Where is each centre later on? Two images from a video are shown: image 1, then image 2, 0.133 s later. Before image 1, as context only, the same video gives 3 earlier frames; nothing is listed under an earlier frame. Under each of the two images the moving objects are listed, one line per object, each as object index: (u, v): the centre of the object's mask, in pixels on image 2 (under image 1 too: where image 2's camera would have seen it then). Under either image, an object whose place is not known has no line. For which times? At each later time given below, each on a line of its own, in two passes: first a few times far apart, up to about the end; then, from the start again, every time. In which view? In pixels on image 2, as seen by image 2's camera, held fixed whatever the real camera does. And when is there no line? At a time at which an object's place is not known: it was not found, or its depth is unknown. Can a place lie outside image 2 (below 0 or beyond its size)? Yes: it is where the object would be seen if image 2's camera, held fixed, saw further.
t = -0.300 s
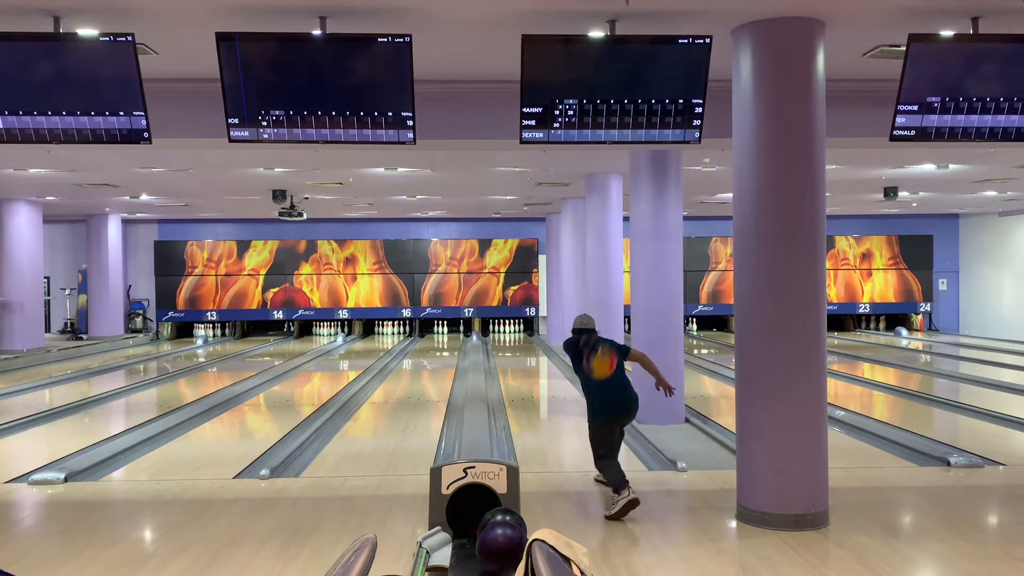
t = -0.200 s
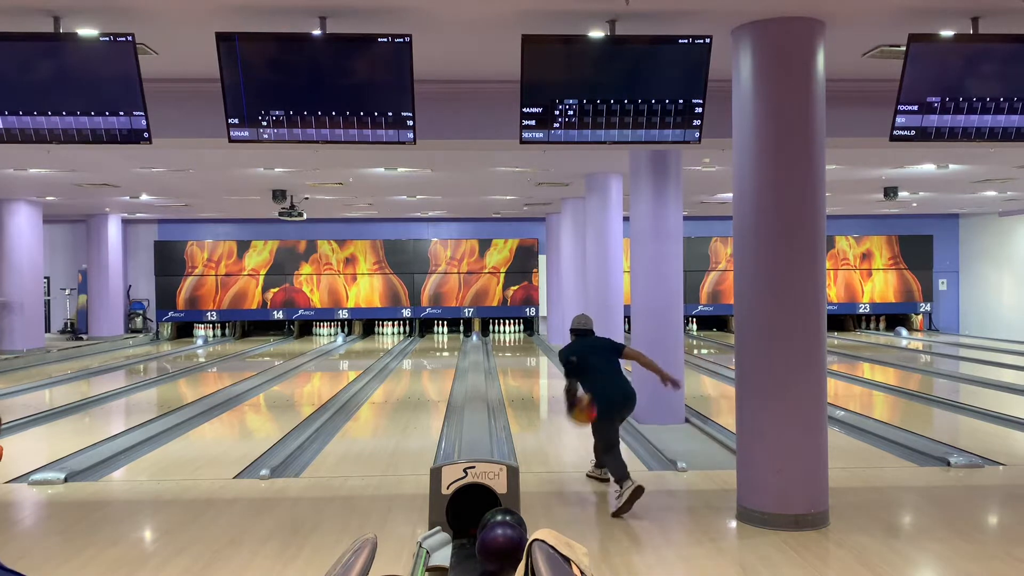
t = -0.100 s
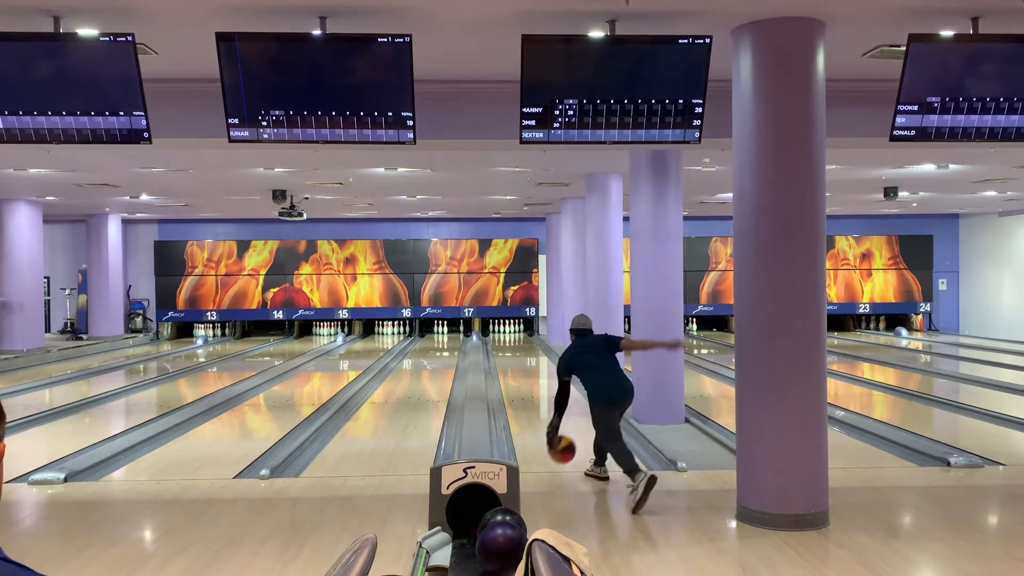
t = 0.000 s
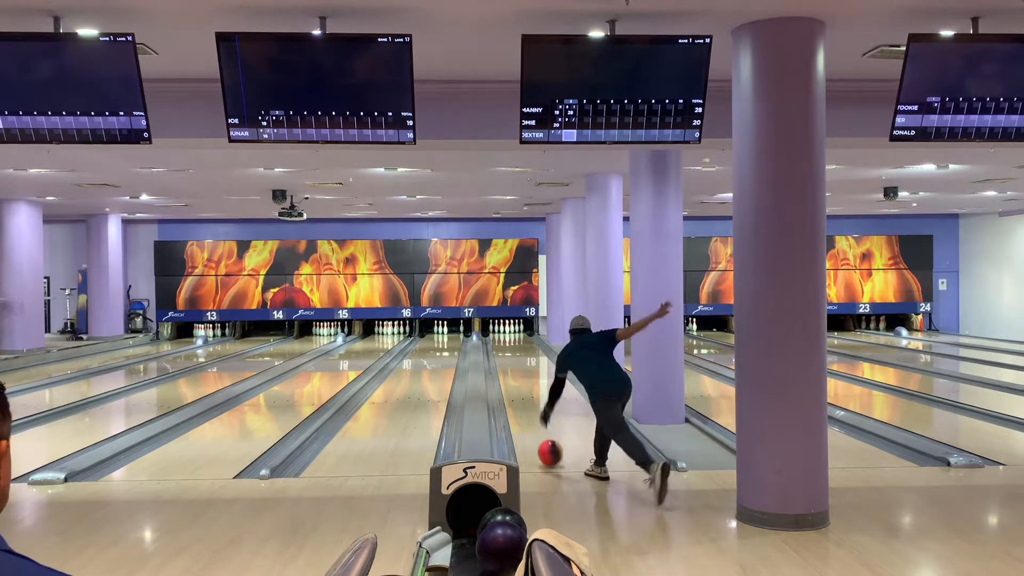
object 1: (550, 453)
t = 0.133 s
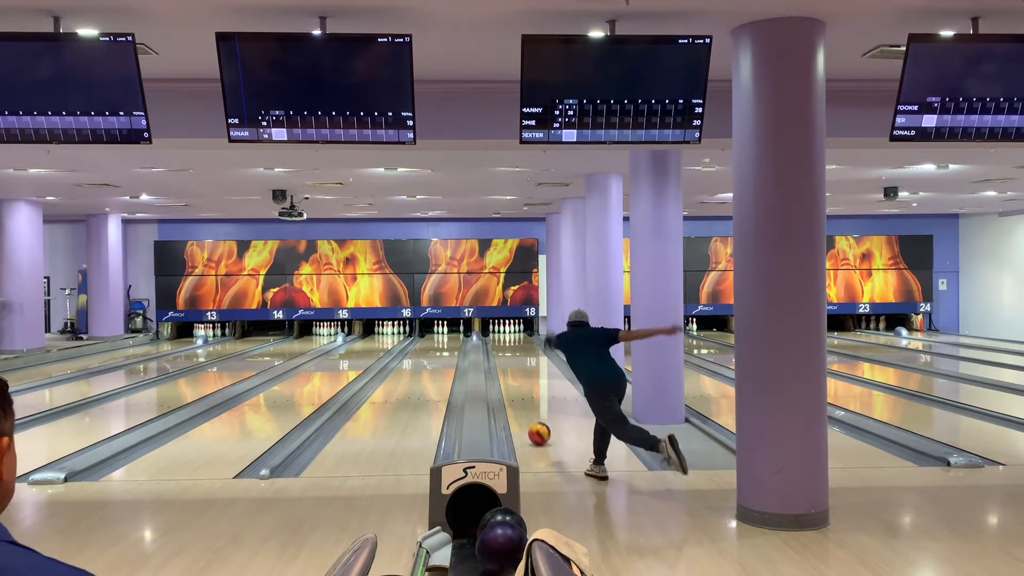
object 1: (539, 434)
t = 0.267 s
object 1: (534, 418)
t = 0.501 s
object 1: (520, 397)
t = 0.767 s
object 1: (511, 380)
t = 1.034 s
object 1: (505, 367)
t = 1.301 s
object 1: (501, 358)
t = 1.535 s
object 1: (498, 351)
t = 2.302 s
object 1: (496, 336)
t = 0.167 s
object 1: (537, 430)
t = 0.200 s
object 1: (535, 426)
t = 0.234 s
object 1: (534, 422)
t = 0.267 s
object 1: (534, 418)
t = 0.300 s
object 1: (530, 415)
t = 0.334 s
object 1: (528, 411)
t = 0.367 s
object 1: (526, 408)
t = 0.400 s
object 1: (524, 405)
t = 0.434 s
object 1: (523, 402)
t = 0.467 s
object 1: (522, 399)
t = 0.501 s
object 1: (520, 397)
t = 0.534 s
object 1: (518, 395)
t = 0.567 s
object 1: (517, 392)
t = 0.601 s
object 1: (516, 390)
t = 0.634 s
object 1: (515, 388)
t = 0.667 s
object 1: (514, 386)
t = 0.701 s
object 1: (513, 384)
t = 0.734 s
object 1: (512, 382)
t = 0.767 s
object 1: (511, 380)
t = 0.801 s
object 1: (510, 378)
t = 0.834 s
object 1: (510, 376)
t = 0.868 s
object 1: (509, 374)
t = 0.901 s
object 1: (508, 373)
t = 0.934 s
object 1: (507, 371)
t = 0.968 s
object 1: (506, 370)
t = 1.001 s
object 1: (506, 369)
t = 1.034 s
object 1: (505, 367)
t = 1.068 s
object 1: (504, 366)
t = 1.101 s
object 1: (504, 365)
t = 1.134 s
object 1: (504, 363)
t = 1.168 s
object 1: (503, 362)
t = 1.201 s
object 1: (503, 361)
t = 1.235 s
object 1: (502, 360)
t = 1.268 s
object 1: (502, 359)
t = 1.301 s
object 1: (501, 358)
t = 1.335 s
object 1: (500, 356)
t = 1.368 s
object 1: (500, 356)
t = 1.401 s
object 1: (500, 355)
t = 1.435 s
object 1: (499, 353)
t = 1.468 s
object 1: (500, 353)
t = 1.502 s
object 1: (499, 352)
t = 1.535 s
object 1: (498, 351)
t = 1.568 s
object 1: (499, 350)
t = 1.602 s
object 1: (498, 349)
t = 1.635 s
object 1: (498, 348)
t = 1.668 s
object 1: (497, 347)
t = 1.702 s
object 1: (498, 347)
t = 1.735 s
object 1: (498, 346)
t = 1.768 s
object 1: (497, 345)
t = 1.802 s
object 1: (496, 345)
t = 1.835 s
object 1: (497, 344)
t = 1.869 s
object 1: (497, 343)
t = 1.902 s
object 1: (496, 342)
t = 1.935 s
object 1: (497, 342)
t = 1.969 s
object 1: (496, 341)
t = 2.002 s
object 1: (495, 341)
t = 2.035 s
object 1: (496, 340)
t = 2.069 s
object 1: (496, 340)
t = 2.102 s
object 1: (496, 339)
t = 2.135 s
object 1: (496, 338)
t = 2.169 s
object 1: (496, 338)
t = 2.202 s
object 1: (496, 337)
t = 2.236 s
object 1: (497, 337)
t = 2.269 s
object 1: (497, 336)
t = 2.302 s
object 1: (496, 336)
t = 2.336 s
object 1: (497, 336)
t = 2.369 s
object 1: (497, 335)
